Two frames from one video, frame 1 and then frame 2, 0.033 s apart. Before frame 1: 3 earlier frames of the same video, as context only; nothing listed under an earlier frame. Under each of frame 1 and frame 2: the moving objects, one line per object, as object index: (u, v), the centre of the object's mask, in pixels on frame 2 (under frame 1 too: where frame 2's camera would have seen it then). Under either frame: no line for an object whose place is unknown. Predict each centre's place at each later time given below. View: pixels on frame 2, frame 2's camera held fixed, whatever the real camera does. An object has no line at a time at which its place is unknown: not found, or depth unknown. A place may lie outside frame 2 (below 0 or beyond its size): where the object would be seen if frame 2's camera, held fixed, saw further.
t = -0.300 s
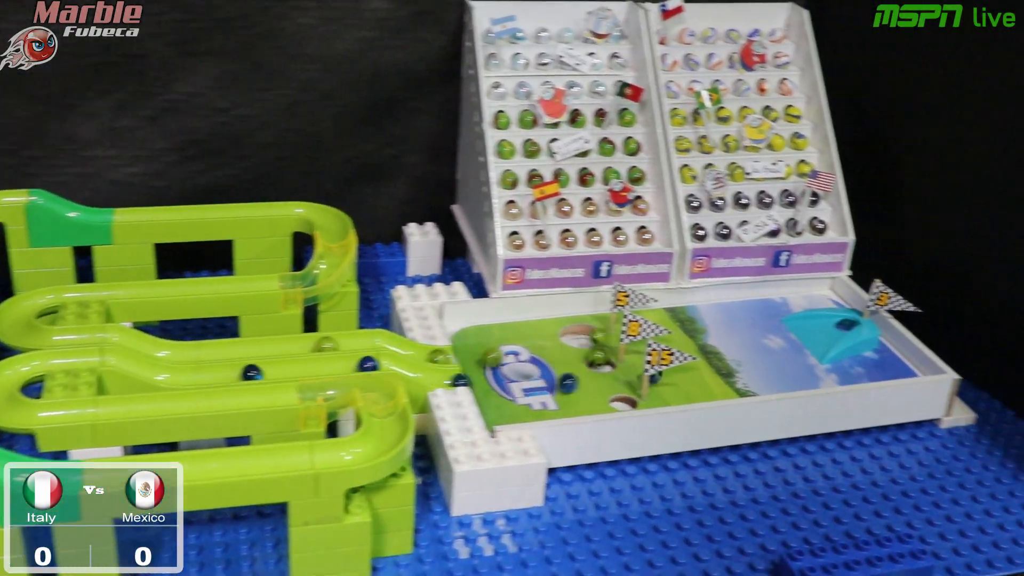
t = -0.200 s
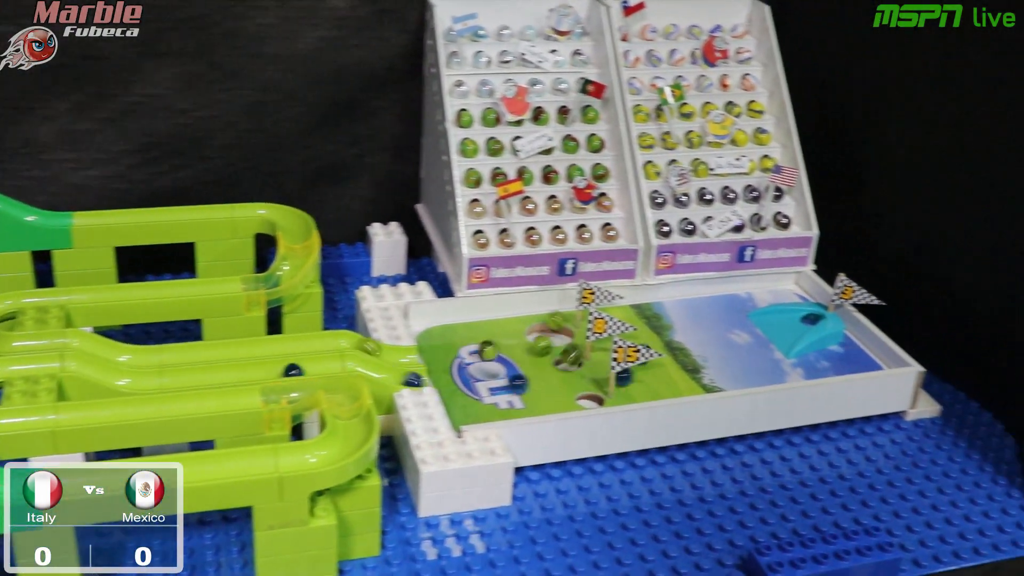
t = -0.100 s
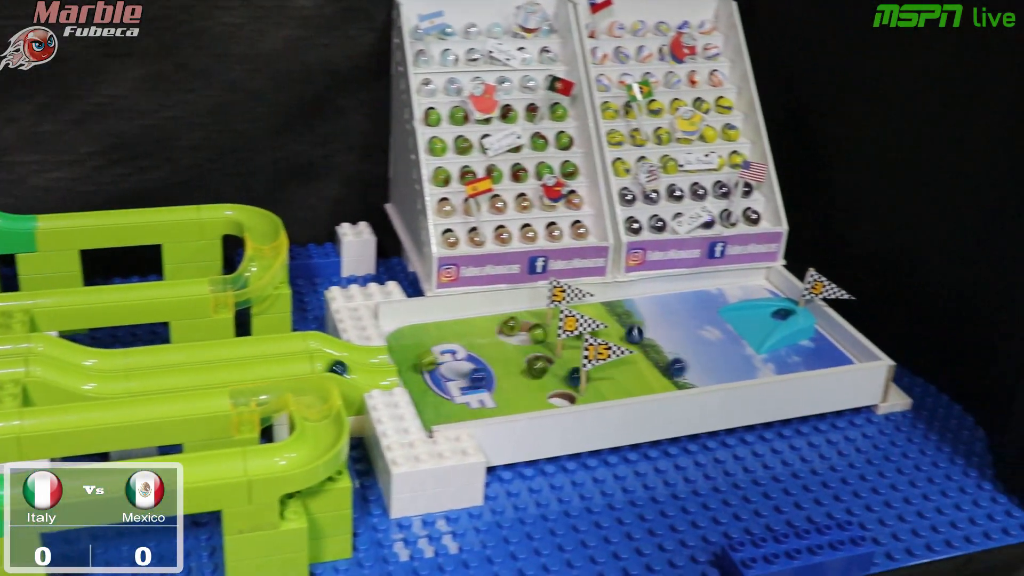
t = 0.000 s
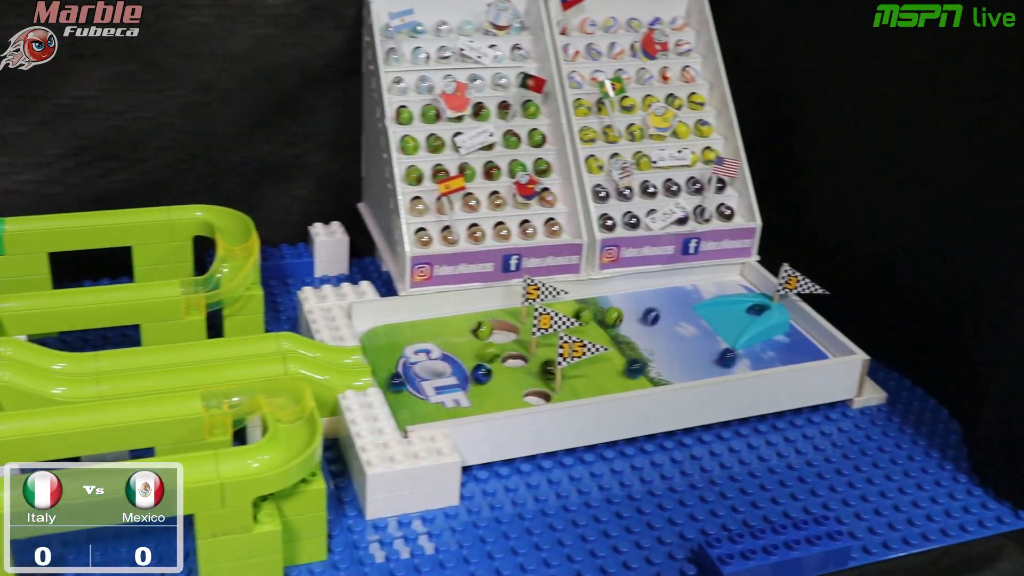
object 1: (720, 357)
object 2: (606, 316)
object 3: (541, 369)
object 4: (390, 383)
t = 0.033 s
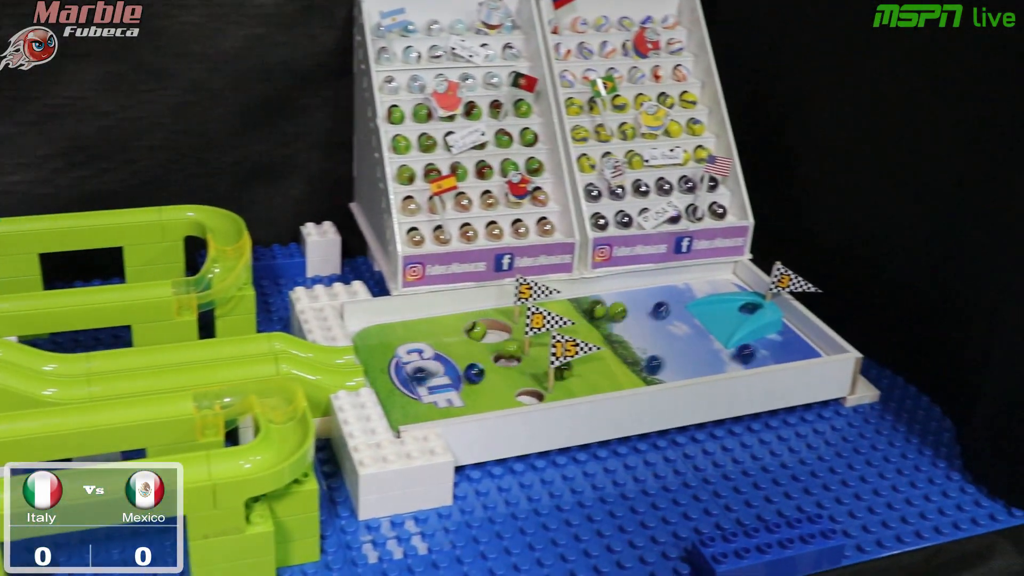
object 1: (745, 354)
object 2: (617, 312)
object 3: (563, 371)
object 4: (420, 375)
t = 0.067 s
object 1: (769, 351)
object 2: (635, 309)
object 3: (577, 370)
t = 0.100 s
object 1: (790, 349)
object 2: (651, 306)
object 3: (594, 370)
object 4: (455, 364)
